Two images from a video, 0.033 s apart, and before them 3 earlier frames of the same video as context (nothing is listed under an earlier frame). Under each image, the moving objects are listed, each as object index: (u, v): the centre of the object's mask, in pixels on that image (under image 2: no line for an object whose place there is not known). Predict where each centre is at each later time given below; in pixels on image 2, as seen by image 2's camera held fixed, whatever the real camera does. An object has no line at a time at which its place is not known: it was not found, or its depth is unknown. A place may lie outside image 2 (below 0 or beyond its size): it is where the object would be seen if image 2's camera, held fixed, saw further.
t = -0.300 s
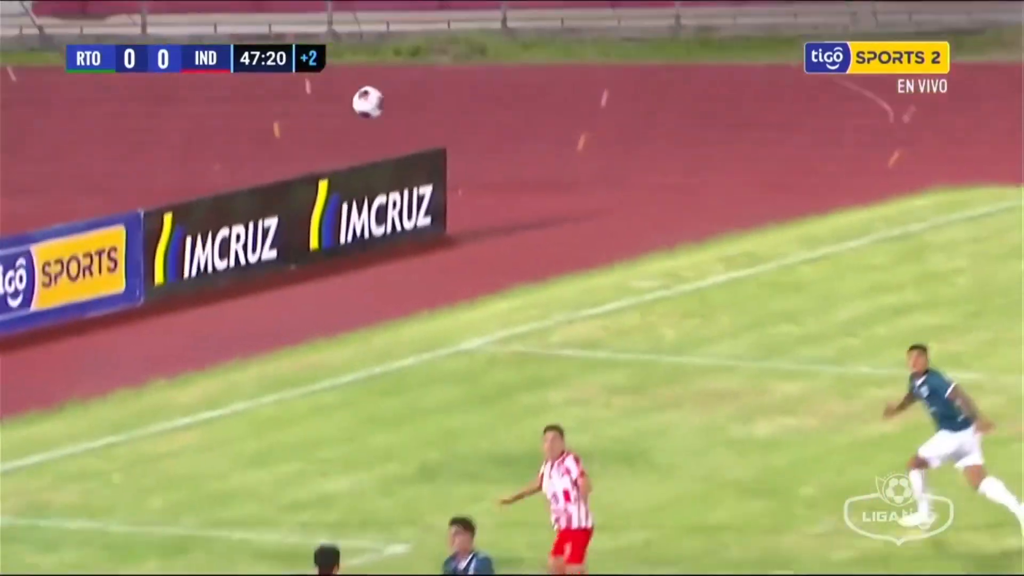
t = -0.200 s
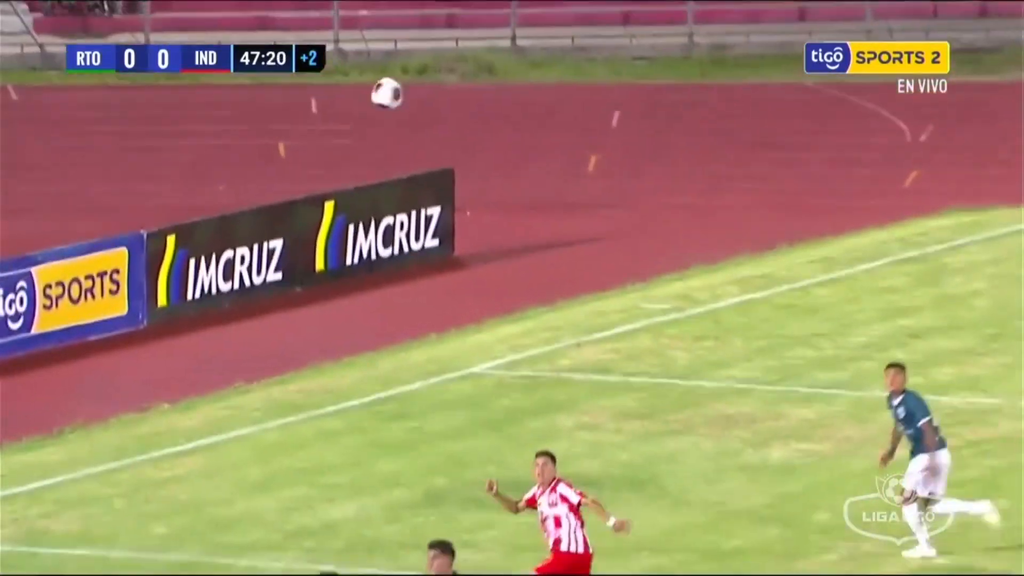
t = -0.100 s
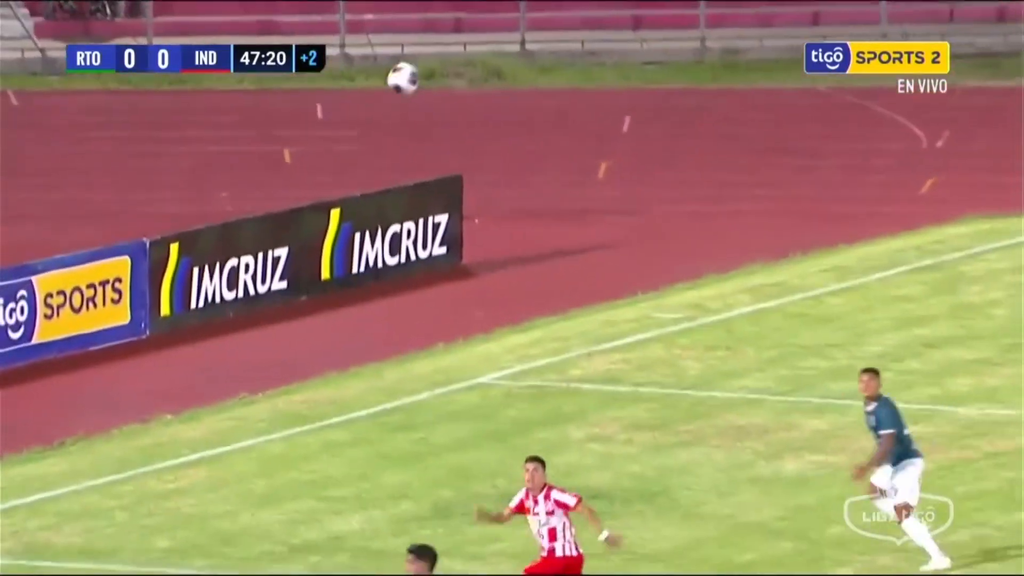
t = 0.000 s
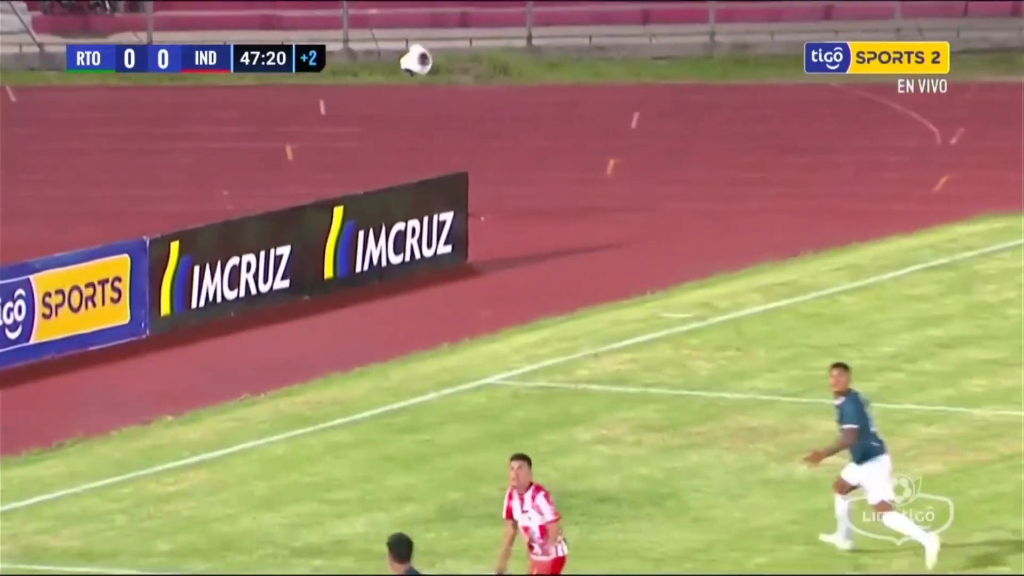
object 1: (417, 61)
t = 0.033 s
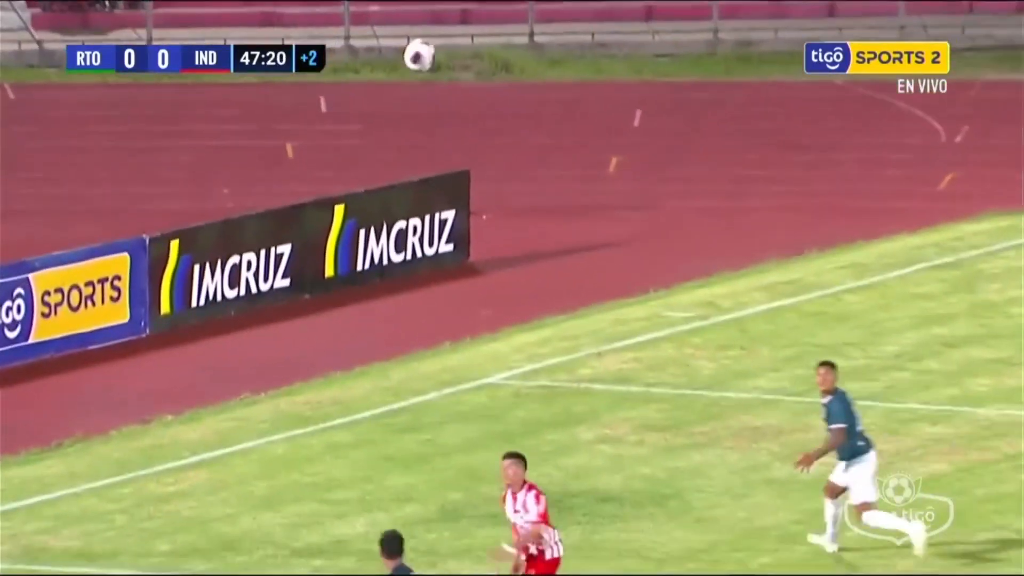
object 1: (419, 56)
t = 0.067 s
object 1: (421, 54)
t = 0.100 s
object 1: (423, 53)
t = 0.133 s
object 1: (425, 53)
